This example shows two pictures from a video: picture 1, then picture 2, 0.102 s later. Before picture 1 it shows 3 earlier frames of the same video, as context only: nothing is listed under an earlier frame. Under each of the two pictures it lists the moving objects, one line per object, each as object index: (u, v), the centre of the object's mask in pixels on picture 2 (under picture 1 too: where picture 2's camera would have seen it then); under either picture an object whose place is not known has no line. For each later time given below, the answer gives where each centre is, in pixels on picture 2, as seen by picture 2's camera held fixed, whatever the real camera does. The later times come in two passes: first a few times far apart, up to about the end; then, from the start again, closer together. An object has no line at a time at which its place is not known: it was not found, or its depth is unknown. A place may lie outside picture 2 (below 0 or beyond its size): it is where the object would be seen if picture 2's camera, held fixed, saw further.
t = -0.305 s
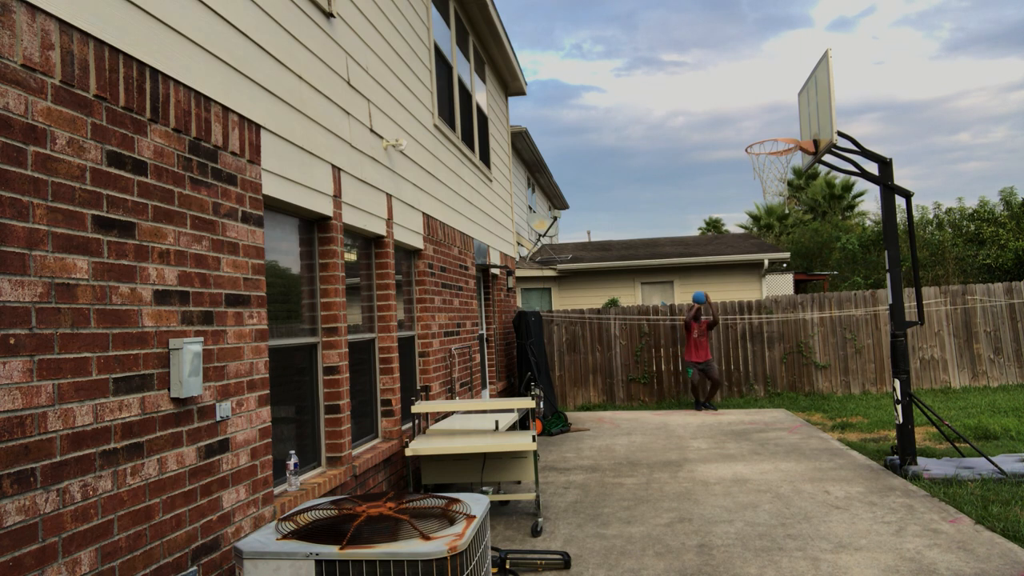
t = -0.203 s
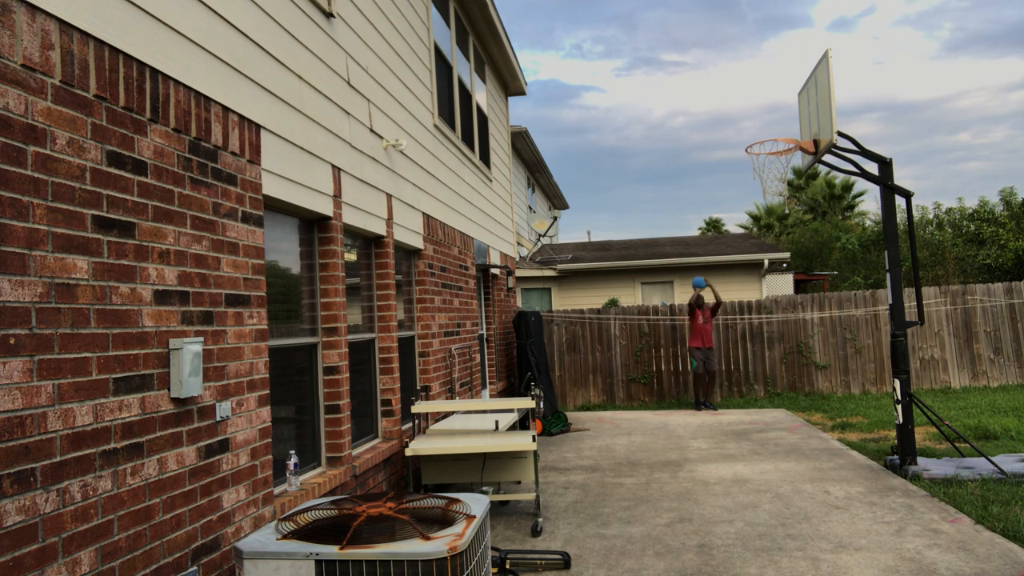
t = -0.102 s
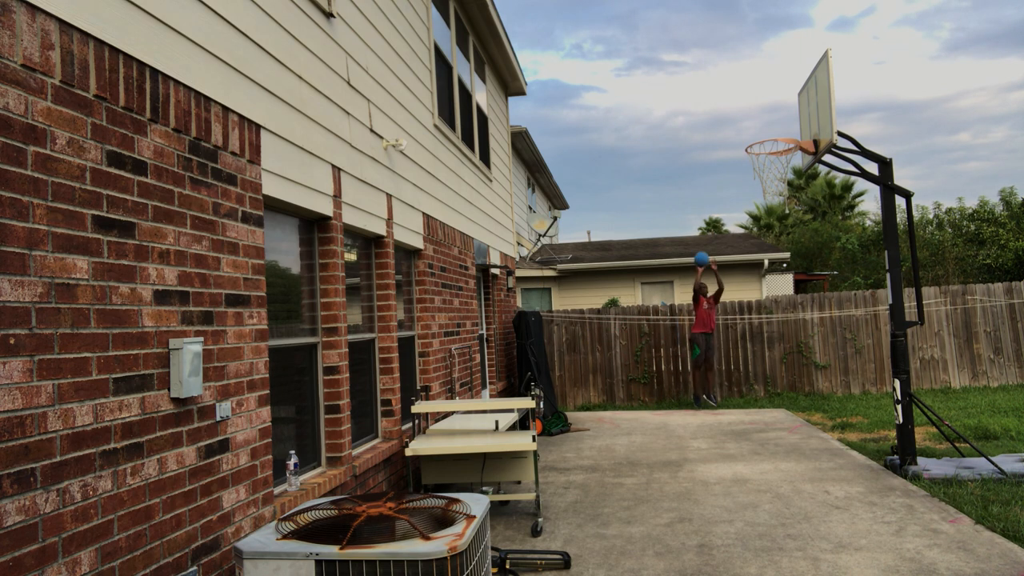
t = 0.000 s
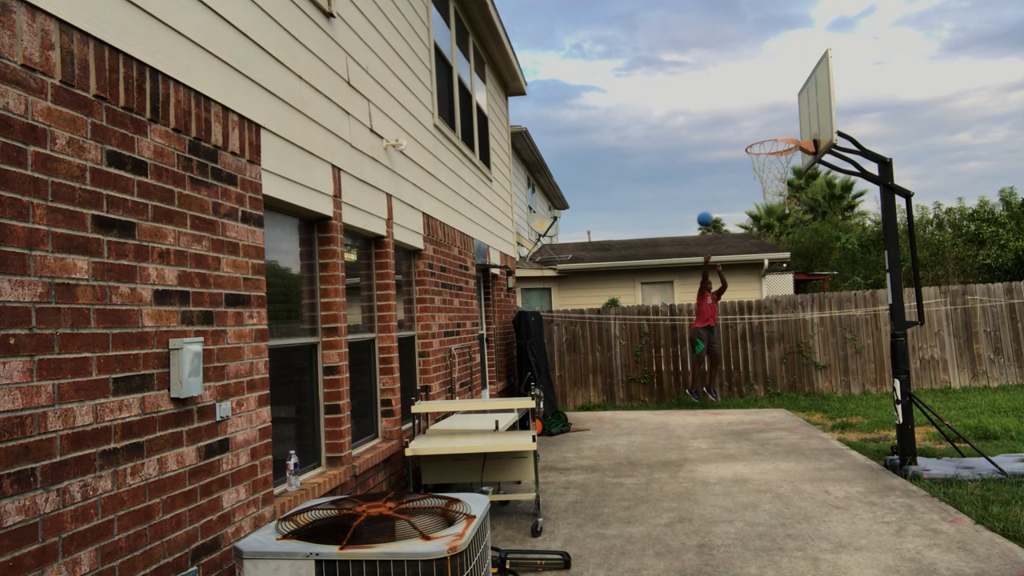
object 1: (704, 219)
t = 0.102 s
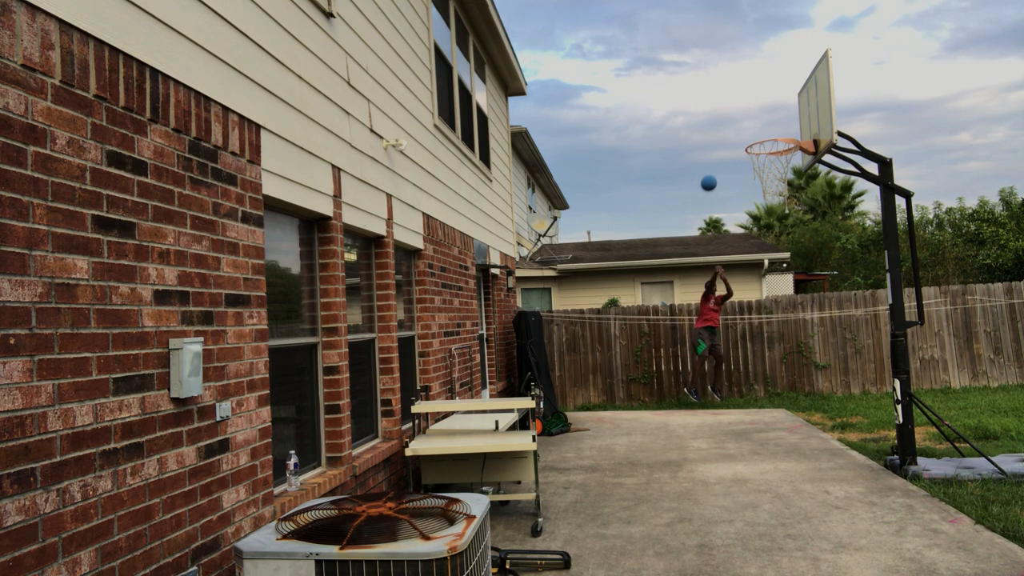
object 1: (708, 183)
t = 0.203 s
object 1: (713, 151)
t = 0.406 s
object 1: (724, 104)
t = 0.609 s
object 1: (742, 84)
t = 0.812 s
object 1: (764, 105)
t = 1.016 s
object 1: (768, 174)
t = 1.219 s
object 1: (744, 247)
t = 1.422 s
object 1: (726, 349)
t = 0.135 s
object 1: (710, 172)
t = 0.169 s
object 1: (711, 161)
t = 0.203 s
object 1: (713, 151)
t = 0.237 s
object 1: (714, 142)
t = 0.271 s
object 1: (716, 133)
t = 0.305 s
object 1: (718, 125)
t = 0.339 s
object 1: (720, 117)
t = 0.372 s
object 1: (722, 110)
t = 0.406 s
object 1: (724, 104)
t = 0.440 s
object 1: (726, 99)
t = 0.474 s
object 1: (728, 94)
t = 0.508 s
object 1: (731, 91)
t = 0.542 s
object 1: (733, 88)
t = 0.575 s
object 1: (736, 86)
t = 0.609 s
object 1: (742, 84)
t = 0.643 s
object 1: (745, 85)
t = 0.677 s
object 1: (749, 87)
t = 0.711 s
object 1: (752, 89)
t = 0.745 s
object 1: (756, 94)
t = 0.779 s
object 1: (760, 99)
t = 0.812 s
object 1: (764, 105)
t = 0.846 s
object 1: (768, 113)
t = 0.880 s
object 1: (773, 122)
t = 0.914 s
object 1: (777, 131)
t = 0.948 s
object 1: (781, 145)
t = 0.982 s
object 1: (776, 159)
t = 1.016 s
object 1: (768, 174)
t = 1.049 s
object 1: (763, 186)
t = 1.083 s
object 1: (759, 196)
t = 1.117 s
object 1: (755, 207)
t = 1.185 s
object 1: (748, 233)
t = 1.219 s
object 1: (744, 247)
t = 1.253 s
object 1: (741, 262)
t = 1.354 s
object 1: (732, 312)
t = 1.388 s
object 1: (729, 331)
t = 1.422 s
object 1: (726, 349)
